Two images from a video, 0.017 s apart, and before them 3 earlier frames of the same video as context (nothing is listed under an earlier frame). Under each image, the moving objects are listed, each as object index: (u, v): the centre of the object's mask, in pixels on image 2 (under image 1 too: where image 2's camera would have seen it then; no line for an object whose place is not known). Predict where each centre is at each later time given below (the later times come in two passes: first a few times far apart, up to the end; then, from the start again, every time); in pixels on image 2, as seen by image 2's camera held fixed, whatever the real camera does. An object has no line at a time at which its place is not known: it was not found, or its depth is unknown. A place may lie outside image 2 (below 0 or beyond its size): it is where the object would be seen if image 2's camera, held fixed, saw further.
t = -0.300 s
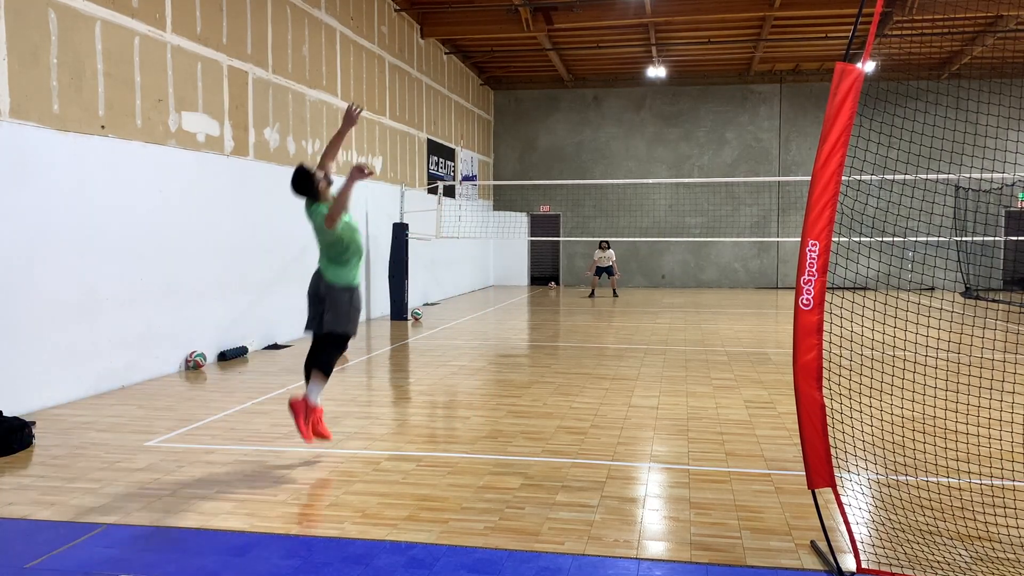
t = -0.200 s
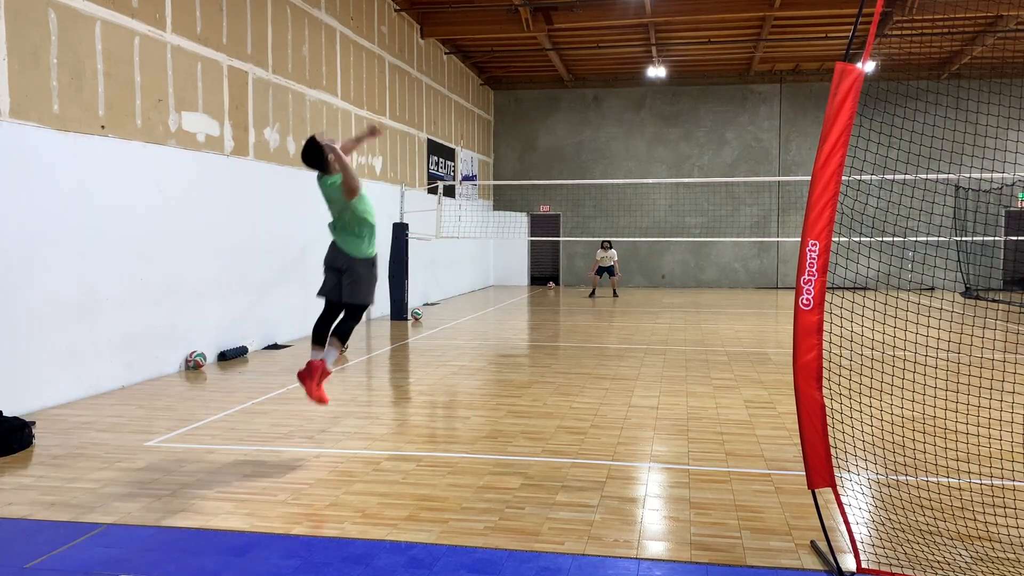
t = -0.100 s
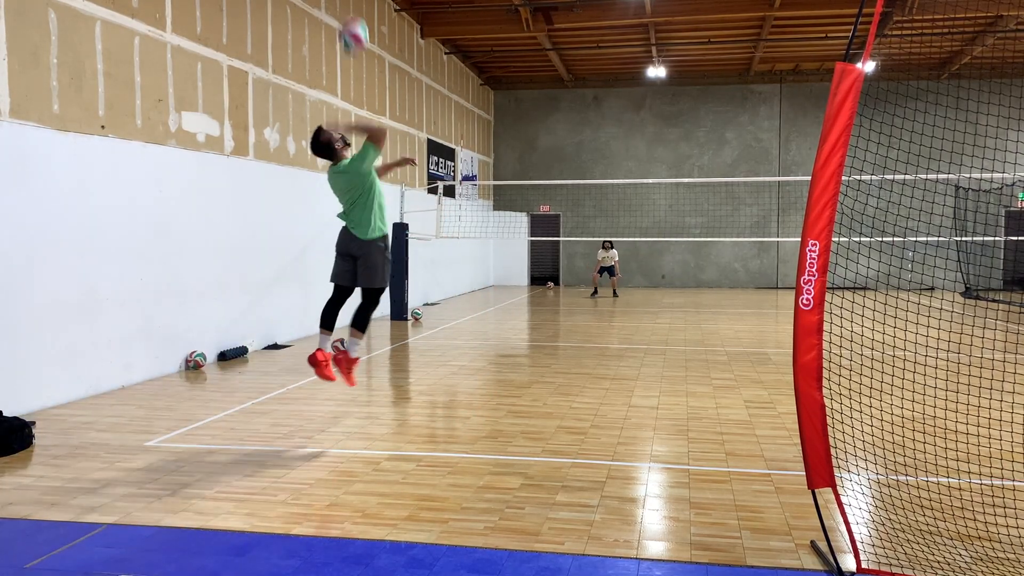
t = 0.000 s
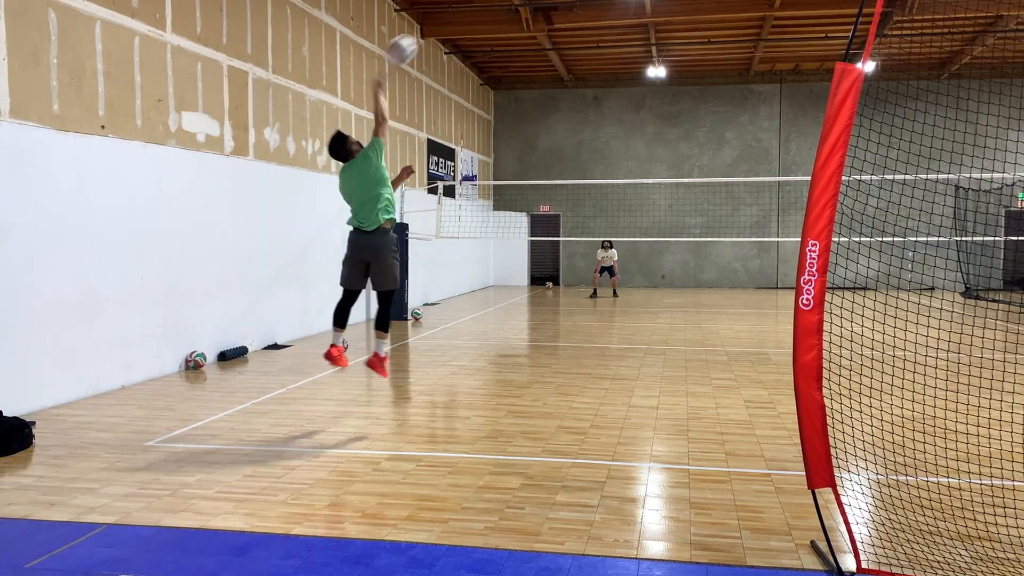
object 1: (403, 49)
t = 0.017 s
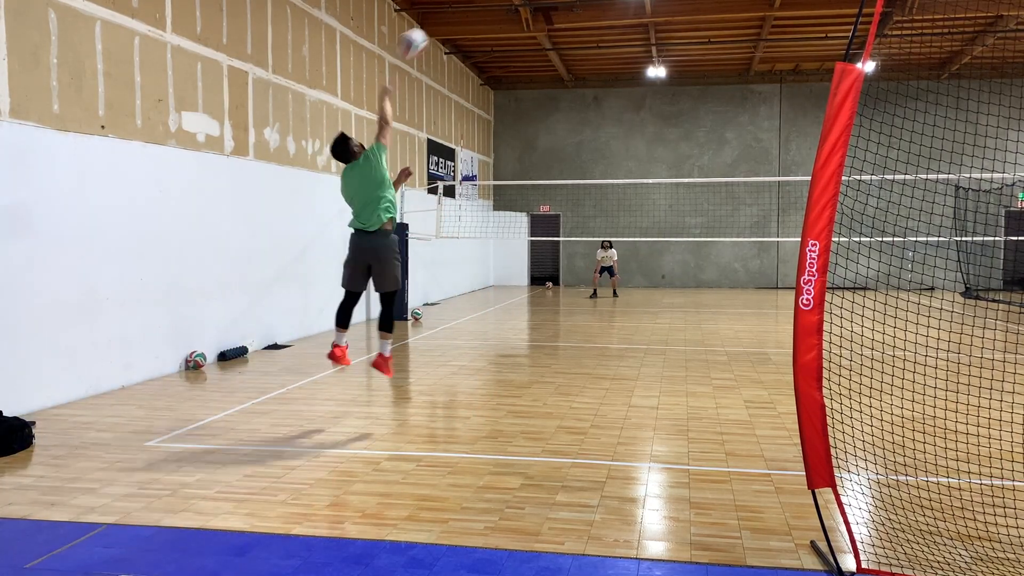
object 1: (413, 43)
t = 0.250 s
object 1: (522, 17)
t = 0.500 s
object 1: (588, 55)
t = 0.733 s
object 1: (624, 117)
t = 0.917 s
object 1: (645, 174)
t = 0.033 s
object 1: (425, 37)
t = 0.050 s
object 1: (434, 32)
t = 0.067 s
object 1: (443, 29)
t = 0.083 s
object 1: (451, 25)
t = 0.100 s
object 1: (460, 23)
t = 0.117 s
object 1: (469, 20)
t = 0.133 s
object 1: (476, 18)
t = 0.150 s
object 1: (483, 17)
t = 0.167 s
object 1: (491, 16)
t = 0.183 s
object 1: (498, 15)
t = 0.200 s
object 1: (504, 15)
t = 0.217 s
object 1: (510, 15)
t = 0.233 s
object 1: (516, 16)
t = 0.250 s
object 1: (522, 17)
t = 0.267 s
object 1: (527, 18)
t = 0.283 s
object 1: (533, 20)
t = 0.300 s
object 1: (538, 21)
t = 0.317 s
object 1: (543, 23)
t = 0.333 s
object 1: (548, 25)
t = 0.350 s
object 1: (552, 27)
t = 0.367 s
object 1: (556, 30)
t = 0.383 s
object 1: (561, 33)
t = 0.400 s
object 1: (565, 36)
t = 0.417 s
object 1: (569, 39)
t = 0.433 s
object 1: (573, 42)
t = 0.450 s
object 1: (577, 45)
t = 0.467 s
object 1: (581, 49)
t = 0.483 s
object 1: (585, 51)
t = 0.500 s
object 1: (588, 55)
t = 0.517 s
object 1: (590, 59)
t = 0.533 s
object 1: (593, 63)
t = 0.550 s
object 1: (596, 67)
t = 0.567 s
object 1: (599, 71)
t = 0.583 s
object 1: (602, 76)
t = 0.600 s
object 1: (605, 80)
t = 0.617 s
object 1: (607, 84)
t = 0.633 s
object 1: (610, 88)
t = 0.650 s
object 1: (612, 93)
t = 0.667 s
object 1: (615, 98)
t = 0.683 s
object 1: (617, 102)
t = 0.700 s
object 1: (620, 107)
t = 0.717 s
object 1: (622, 112)
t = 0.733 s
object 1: (624, 117)
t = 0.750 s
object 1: (626, 121)
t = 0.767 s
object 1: (628, 127)
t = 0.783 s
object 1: (630, 132)
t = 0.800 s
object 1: (632, 137)
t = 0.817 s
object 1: (634, 142)
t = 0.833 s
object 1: (636, 147)
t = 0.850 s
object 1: (639, 153)
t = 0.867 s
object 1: (640, 159)
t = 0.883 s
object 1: (642, 163)
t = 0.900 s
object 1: (644, 169)
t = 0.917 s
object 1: (645, 174)
